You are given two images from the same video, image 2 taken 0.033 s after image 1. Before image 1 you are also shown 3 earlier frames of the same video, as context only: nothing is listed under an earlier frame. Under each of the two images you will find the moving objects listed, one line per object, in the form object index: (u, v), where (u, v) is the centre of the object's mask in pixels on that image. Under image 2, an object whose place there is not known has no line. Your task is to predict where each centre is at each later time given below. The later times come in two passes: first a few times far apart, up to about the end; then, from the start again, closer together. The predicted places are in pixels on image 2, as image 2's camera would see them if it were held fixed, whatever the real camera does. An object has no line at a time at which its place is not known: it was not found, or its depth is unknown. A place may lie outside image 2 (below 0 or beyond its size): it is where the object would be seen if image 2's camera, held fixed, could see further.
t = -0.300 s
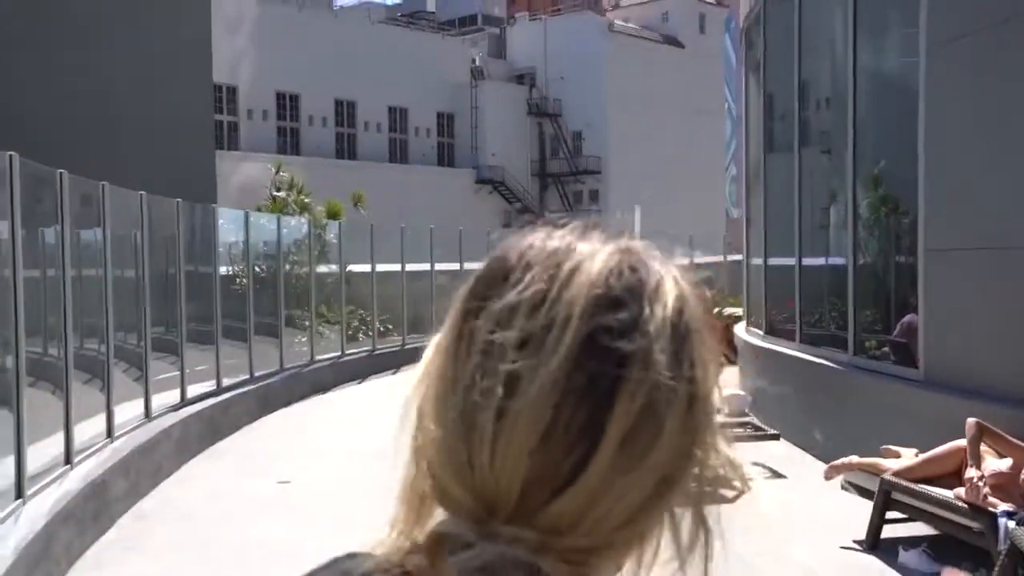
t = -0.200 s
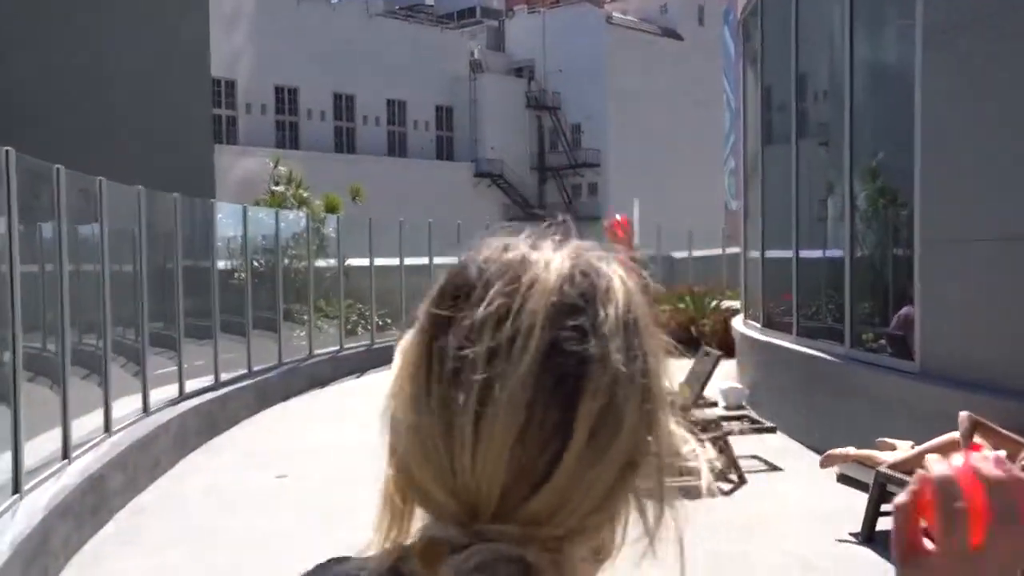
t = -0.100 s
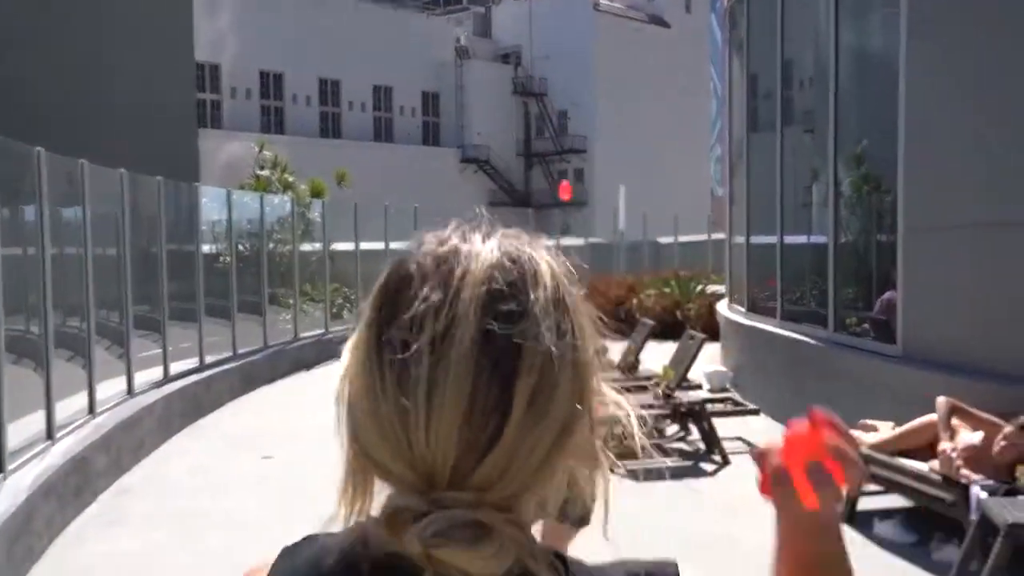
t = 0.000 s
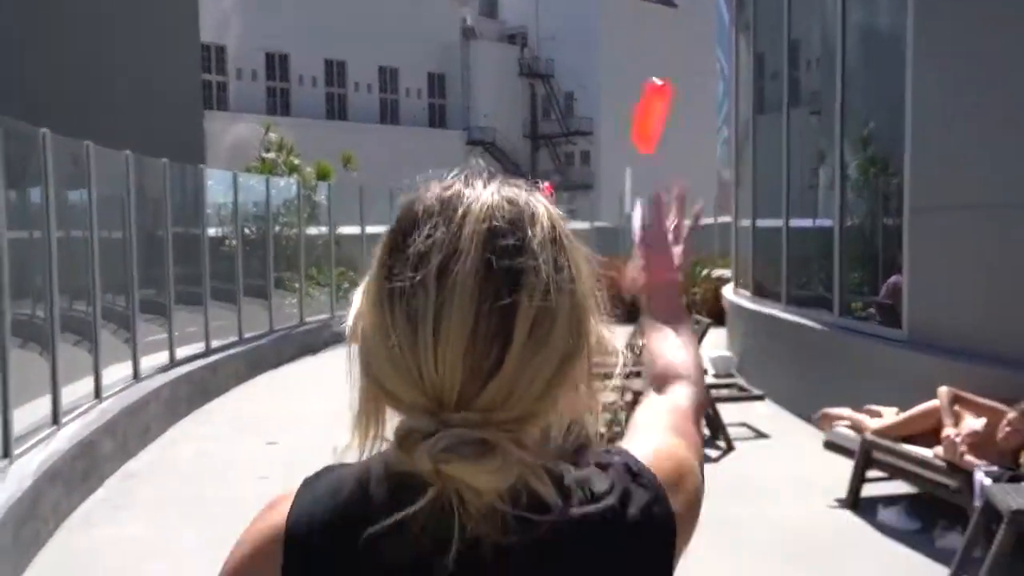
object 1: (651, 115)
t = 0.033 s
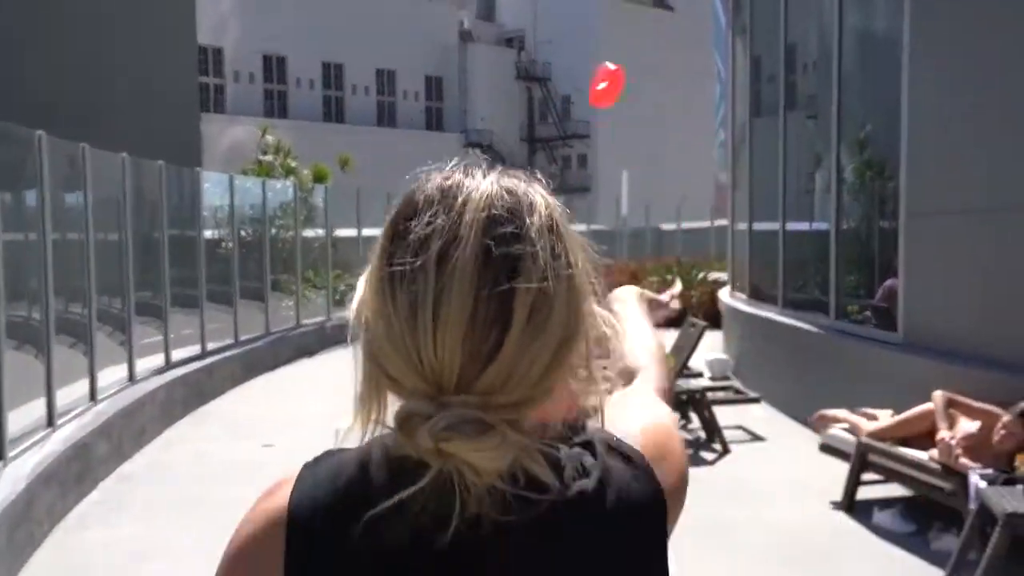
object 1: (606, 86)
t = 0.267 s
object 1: (507, 86)
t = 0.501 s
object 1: (490, 180)
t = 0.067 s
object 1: (577, 69)
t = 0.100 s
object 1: (556, 61)
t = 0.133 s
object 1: (541, 61)
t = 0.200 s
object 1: (521, 69)
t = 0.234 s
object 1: (514, 76)
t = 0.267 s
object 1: (507, 86)
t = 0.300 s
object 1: (503, 96)
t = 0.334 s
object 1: (499, 109)
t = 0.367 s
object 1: (495, 121)
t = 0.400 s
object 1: (494, 135)
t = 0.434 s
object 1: (491, 150)
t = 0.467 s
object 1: (490, 164)
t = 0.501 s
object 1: (490, 180)
